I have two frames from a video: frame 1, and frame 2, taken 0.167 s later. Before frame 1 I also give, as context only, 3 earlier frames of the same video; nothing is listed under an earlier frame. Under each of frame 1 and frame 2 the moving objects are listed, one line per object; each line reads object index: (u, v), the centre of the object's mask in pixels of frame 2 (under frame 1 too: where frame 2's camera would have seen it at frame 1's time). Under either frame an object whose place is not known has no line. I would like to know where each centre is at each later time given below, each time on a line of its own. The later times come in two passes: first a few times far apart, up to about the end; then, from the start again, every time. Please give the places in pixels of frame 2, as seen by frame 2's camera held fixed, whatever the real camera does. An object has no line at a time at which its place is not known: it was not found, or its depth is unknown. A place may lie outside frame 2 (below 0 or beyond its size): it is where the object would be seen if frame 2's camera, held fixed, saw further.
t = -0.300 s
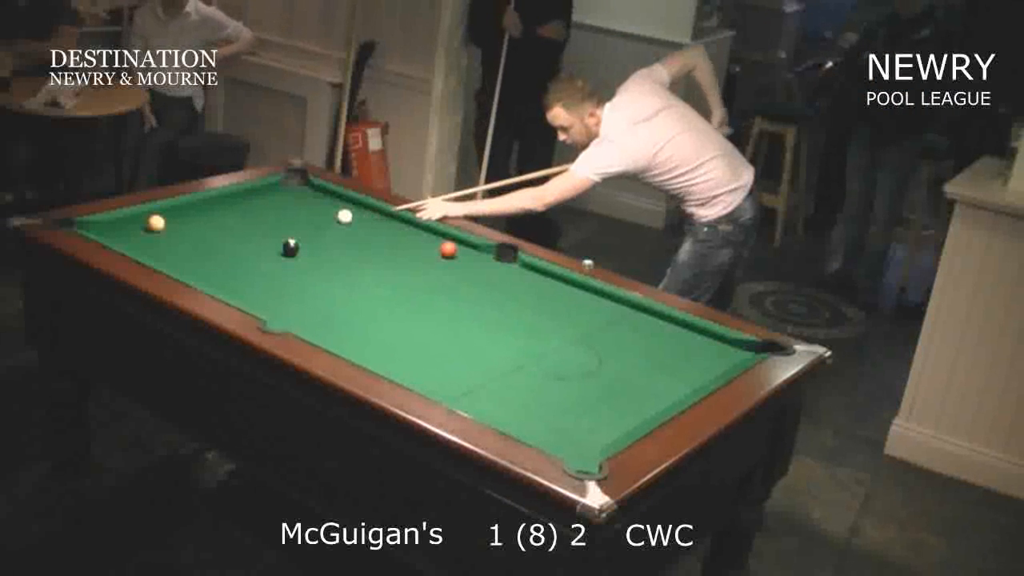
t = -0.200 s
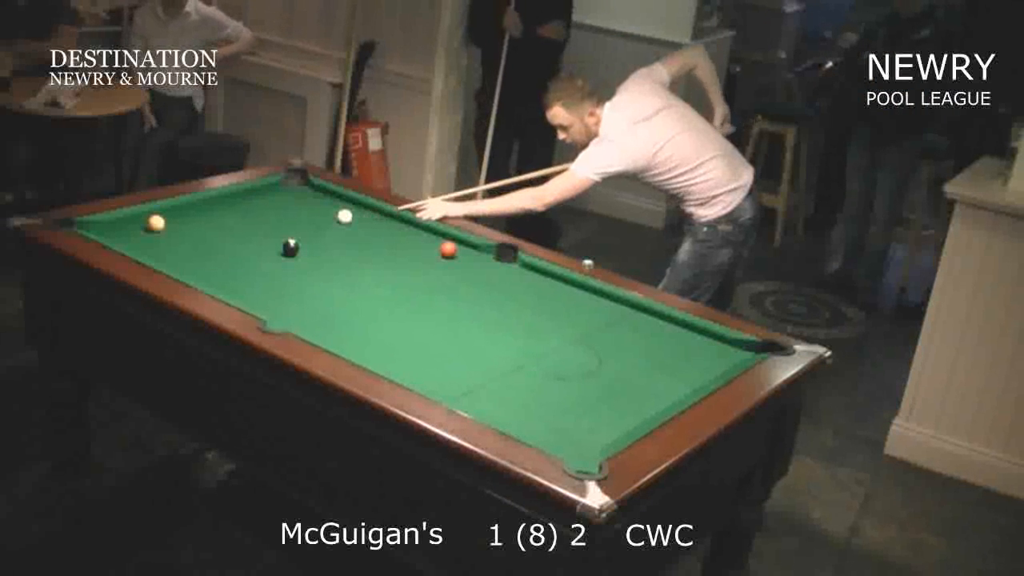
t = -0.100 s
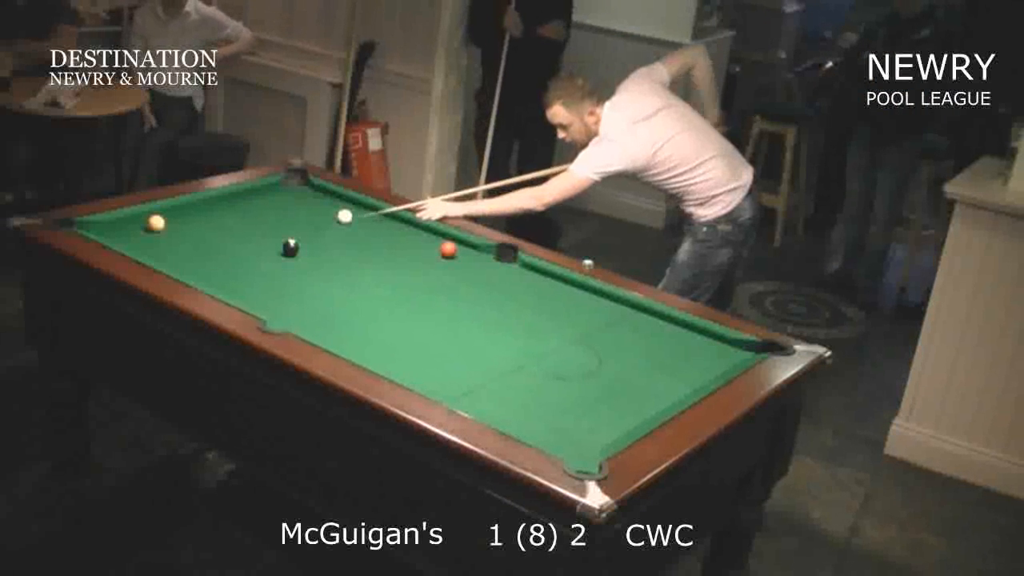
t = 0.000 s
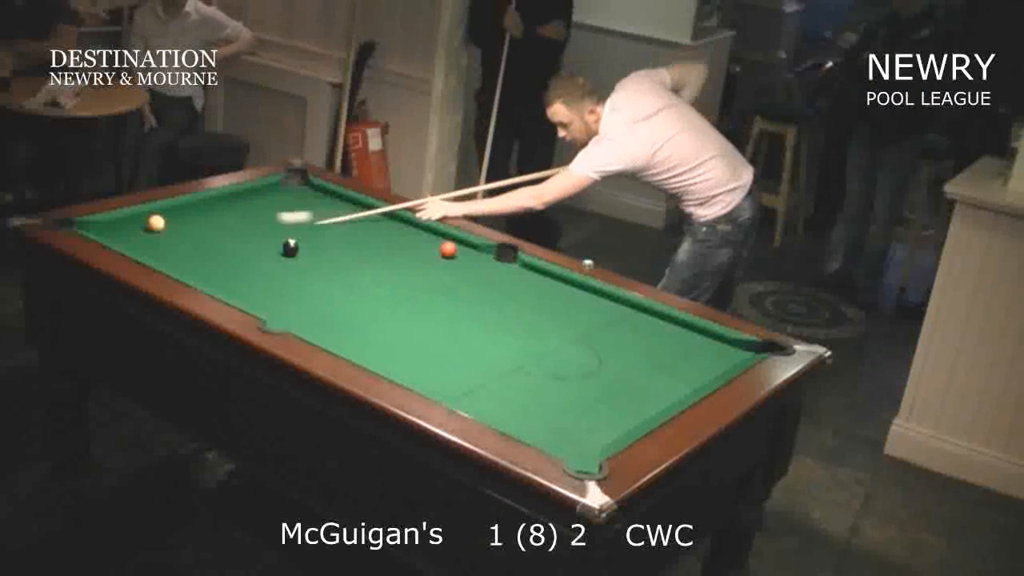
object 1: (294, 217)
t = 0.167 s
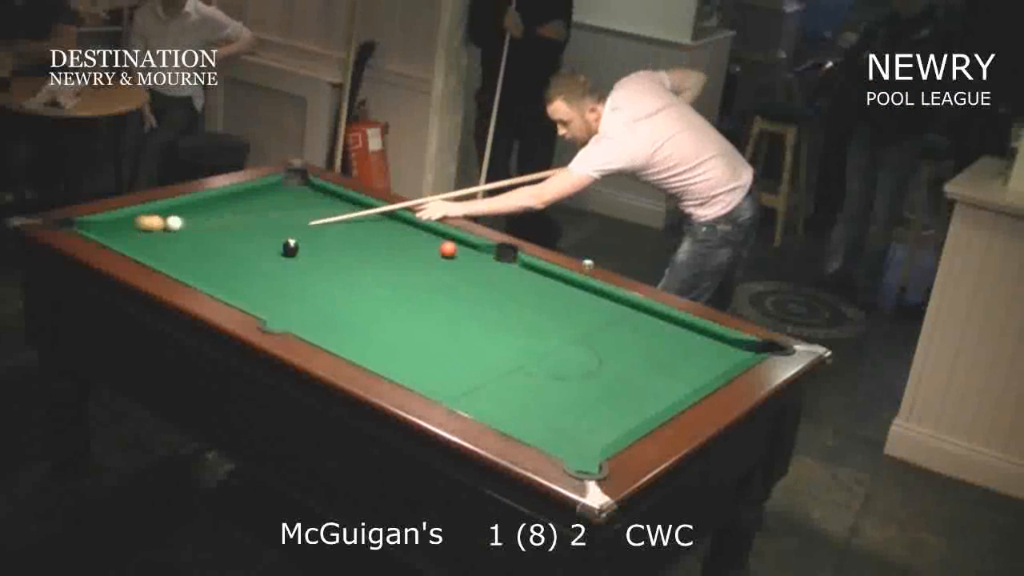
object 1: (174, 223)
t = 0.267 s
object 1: (182, 224)
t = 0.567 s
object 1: (208, 225)
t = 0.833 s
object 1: (230, 226)
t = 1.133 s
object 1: (249, 227)
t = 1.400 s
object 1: (265, 228)
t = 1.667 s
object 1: (279, 229)
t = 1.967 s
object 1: (291, 230)
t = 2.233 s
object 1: (300, 230)
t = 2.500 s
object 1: (306, 230)
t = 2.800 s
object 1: (311, 230)
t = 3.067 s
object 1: (312, 231)
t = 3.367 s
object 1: (312, 230)
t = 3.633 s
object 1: (312, 230)
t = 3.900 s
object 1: (312, 230)
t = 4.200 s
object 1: (312, 231)
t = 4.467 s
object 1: (312, 230)
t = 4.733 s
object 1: (312, 230)
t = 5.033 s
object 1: (312, 230)
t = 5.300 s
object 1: (312, 230)
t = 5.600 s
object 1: (312, 230)
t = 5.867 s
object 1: (312, 231)
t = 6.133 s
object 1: (312, 230)
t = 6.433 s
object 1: (312, 230)
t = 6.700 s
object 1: (312, 230)
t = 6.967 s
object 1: (312, 231)
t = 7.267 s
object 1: (312, 231)
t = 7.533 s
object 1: (312, 231)
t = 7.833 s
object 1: (312, 231)
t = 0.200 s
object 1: (176, 223)
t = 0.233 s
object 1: (179, 223)
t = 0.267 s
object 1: (182, 224)
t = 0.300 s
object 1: (185, 224)
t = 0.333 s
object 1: (187, 224)
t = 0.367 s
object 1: (191, 224)
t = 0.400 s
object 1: (194, 224)
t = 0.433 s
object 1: (198, 225)
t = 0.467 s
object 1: (200, 225)
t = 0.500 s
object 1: (202, 225)
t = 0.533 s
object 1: (205, 225)
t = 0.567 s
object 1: (208, 225)
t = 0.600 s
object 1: (211, 225)
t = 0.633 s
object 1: (214, 225)
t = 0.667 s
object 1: (217, 226)
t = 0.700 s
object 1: (219, 226)
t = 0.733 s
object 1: (221, 226)
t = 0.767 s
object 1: (224, 226)
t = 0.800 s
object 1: (227, 226)
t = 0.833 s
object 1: (230, 226)
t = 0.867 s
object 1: (232, 227)
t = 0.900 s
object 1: (234, 227)
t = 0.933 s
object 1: (236, 227)
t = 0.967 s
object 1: (239, 227)
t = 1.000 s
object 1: (241, 227)
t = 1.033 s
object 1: (244, 227)
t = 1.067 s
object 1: (246, 227)
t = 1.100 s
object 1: (247, 227)
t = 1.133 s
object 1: (249, 227)
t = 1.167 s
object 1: (251, 228)
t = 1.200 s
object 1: (254, 228)
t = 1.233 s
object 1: (256, 228)
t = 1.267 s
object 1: (258, 228)
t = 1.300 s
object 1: (259, 228)
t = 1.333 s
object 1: (261, 228)
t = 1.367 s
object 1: (263, 228)
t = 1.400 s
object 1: (265, 228)
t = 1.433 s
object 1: (267, 228)
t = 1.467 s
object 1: (269, 229)
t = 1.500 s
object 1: (270, 229)
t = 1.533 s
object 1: (272, 229)
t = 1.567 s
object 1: (273, 229)
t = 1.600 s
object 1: (276, 229)
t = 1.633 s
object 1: (277, 229)
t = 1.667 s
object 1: (279, 229)
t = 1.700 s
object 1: (280, 229)
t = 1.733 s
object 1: (281, 229)
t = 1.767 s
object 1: (283, 229)
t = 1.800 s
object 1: (285, 229)
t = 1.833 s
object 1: (286, 229)
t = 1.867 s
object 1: (287, 229)
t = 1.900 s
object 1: (288, 229)
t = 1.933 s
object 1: (289, 229)
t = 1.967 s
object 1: (291, 230)
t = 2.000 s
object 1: (292, 230)
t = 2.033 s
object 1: (294, 230)
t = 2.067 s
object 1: (295, 230)
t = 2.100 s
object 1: (296, 230)
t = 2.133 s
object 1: (296, 230)
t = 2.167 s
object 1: (297, 229)
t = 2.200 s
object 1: (299, 230)
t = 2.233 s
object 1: (300, 230)
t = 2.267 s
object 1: (301, 230)
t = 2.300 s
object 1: (302, 230)
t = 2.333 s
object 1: (302, 230)
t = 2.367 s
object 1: (303, 230)
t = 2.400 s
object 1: (304, 230)
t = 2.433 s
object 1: (305, 230)
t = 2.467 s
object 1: (306, 230)
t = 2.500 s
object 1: (306, 230)
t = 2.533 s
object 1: (307, 230)
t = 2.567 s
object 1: (308, 230)
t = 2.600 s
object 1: (308, 230)
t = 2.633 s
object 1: (309, 230)
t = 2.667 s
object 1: (309, 230)
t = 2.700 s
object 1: (310, 230)
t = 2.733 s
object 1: (310, 230)
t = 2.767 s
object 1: (310, 230)
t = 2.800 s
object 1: (311, 230)
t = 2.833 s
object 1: (311, 230)
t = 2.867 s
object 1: (311, 231)
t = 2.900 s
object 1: (311, 231)
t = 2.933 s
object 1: (311, 230)
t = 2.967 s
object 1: (311, 230)
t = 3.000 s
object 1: (311, 230)
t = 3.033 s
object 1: (312, 231)
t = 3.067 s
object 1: (312, 231)
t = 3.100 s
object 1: (312, 230)
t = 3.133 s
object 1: (312, 230)
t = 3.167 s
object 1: (312, 230)
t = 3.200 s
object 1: (313, 230)
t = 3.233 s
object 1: (312, 230)
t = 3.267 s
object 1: (312, 230)
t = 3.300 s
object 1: (312, 230)
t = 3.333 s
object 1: (312, 230)
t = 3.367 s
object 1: (312, 230)
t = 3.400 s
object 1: (312, 230)
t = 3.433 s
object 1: (312, 230)
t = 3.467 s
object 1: (312, 230)
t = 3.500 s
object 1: (312, 230)
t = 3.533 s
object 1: (312, 230)
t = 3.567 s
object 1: (312, 230)
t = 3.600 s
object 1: (312, 230)
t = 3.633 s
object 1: (312, 230)
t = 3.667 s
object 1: (312, 230)
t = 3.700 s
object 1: (312, 230)
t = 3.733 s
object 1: (312, 230)
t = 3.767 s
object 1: (312, 230)
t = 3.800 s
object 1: (312, 230)
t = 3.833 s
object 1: (312, 230)
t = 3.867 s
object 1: (312, 230)
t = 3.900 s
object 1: (312, 230)
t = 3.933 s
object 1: (312, 230)
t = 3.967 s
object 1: (312, 230)
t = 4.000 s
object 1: (312, 230)
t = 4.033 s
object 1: (312, 230)
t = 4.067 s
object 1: (312, 230)
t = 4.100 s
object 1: (312, 230)
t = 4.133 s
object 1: (312, 230)
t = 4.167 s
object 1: (312, 230)
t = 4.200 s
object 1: (312, 231)
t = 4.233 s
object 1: (312, 230)
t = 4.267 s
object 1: (312, 230)
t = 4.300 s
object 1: (312, 230)
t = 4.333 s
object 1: (312, 230)
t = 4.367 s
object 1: (312, 230)
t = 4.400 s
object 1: (312, 230)
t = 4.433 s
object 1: (312, 230)
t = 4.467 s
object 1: (312, 230)
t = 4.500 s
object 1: (312, 230)
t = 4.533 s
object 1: (312, 231)
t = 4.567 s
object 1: (312, 230)
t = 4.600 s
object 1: (312, 230)
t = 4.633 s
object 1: (312, 231)
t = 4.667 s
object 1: (312, 231)
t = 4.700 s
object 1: (312, 230)
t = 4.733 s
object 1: (312, 230)
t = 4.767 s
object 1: (312, 230)
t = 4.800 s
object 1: (312, 230)
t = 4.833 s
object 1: (312, 230)
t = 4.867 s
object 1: (312, 230)
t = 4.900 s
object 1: (312, 230)
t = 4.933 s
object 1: (312, 231)
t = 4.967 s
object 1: (312, 230)
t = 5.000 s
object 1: (312, 231)
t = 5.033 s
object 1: (312, 230)
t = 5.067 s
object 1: (312, 230)
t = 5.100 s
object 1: (312, 230)
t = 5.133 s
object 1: (312, 230)
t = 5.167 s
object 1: (312, 230)
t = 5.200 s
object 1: (312, 230)
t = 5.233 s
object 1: (312, 230)
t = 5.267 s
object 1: (312, 230)
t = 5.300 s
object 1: (312, 230)
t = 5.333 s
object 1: (312, 230)
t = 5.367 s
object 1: (312, 230)
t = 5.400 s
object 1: (312, 230)
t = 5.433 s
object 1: (312, 230)
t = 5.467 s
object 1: (312, 230)
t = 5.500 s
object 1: (312, 230)
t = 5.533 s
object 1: (312, 230)
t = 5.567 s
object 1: (312, 230)
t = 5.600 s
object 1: (312, 230)
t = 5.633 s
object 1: (312, 230)
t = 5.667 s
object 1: (312, 230)
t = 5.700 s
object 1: (312, 230)
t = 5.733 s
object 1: (312, 231)
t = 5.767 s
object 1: (312, 231)
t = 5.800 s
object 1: (312, 230)
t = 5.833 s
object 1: (312, 230)
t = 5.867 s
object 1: (312, 231)
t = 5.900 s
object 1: (312, 230)
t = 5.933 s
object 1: (312, 230)
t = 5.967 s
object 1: (312, 230)
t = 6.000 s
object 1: (312, 230)
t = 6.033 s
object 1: (312, 230)
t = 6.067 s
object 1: (312, 230)
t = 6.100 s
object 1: (312, 230)
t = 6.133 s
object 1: (312, 230)
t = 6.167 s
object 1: (312, 230)
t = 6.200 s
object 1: (312, 230)
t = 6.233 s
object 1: (312, 230)
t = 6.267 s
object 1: (312, 230)
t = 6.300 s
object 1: (312, 230)
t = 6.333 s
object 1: (312, 230)
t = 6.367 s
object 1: (312, 230)
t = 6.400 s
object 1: (312, 230)
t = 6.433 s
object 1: (312, 230)
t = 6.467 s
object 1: (312, 230)
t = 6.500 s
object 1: (312, 230)
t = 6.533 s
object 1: (312, 230)
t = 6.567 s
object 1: (312, 230)
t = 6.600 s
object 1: (312, 230)
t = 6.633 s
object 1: (312, 230)
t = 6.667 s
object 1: (312, 230)
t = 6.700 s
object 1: (312, 230)
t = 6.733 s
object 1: (312, 231)
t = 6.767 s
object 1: (312, 231)
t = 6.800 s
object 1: (312, 231)
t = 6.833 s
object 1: (312, 231)
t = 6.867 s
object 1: (312, 231)
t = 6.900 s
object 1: (312, 231)
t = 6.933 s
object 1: (312, 231)
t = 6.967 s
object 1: (312, 231)
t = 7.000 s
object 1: (312, 231)
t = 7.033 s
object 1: (312, 231)
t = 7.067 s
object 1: (312, 231)
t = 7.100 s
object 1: (312, 231)
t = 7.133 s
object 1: (312, 231)
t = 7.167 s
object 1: (312, 231)
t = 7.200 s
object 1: (312, 231)
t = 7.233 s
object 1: (312, 231)
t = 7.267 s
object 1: (312, 231)
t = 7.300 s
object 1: (312, 231)
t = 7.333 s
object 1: (312, 231)
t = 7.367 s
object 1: (312, 231)
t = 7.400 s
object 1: (312, 231)
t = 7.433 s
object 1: (312, 231)
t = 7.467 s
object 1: (312, 231)
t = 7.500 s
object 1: (312, 231)
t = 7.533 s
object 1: (312, 231)
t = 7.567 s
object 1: (312, 231)
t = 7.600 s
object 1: (312, 231)
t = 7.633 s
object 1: (312, 231)
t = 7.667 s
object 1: (312, 231)
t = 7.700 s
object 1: (312, 231)
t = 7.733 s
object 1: (312, 231)
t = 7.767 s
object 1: (312, 231)
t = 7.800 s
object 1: (312, 231)
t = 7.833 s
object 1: (312, 231)
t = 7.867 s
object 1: (312, 231)
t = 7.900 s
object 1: (312, 231)
